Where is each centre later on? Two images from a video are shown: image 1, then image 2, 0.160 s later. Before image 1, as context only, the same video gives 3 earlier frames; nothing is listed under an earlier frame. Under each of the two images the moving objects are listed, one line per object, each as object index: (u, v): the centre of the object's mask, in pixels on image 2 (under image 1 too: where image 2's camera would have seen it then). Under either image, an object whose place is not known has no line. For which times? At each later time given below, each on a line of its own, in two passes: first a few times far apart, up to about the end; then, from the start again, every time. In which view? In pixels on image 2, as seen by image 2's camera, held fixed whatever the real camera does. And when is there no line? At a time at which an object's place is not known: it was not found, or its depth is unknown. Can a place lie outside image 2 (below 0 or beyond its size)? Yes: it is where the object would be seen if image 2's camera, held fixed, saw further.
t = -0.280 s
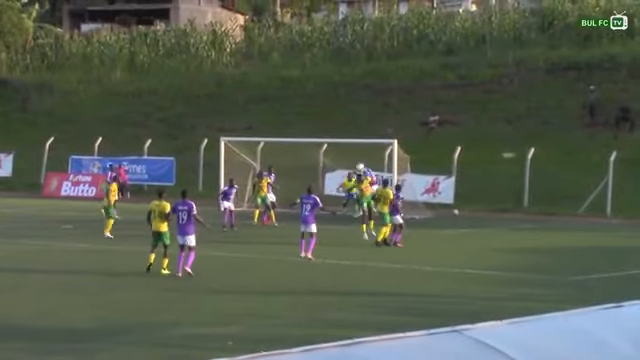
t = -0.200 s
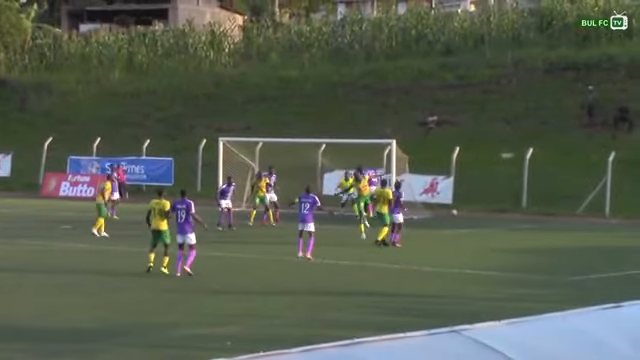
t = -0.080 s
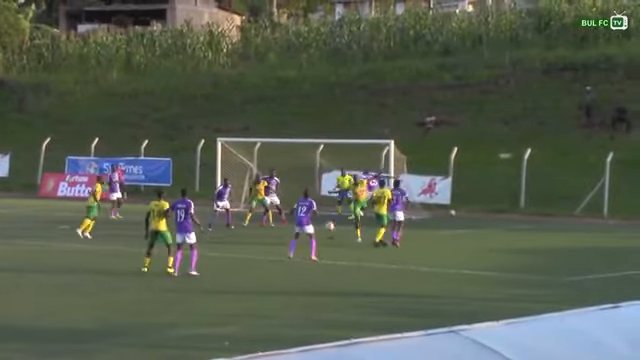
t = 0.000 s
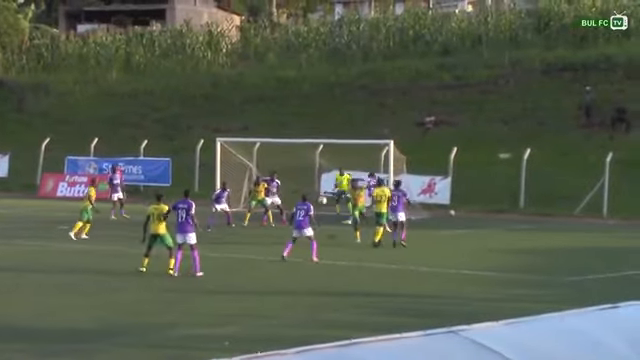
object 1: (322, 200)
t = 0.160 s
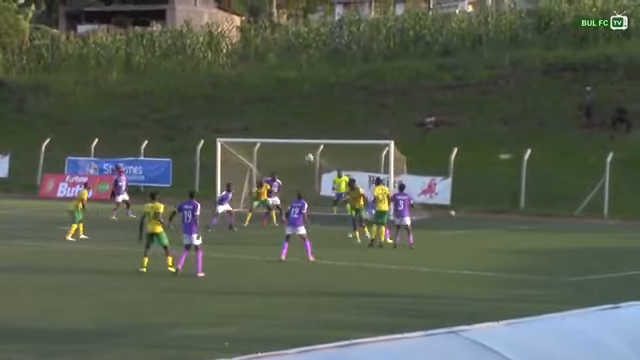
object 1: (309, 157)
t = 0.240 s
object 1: (303, 140)
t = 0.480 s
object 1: (283, 105)
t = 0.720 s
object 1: (264, 92)
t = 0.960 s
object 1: (248, 99)
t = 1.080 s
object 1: (240, 110)
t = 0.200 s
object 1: (306, 148)
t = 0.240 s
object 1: (303, 140)
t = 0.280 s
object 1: (299, 133)
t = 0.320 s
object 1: (296, 126)
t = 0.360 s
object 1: (293, 120)
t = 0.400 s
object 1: (289, 114)
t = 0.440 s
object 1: (286, 109)
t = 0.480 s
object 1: (283, 105)
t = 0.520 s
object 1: (280, 101)
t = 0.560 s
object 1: (277, 98)
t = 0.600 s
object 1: (274, 96)
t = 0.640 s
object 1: (271, 94)
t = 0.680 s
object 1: (268, 93)
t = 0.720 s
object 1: (264, 92)
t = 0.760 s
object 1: (262, 92)
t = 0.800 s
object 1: (259, 92)
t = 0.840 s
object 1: (256, 93)
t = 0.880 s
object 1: (253, 95)
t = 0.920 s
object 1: (250, 96)
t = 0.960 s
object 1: (248, 99)
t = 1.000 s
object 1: (245, 102)
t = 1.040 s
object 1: (242, 106)
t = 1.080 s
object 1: (240, 110)
